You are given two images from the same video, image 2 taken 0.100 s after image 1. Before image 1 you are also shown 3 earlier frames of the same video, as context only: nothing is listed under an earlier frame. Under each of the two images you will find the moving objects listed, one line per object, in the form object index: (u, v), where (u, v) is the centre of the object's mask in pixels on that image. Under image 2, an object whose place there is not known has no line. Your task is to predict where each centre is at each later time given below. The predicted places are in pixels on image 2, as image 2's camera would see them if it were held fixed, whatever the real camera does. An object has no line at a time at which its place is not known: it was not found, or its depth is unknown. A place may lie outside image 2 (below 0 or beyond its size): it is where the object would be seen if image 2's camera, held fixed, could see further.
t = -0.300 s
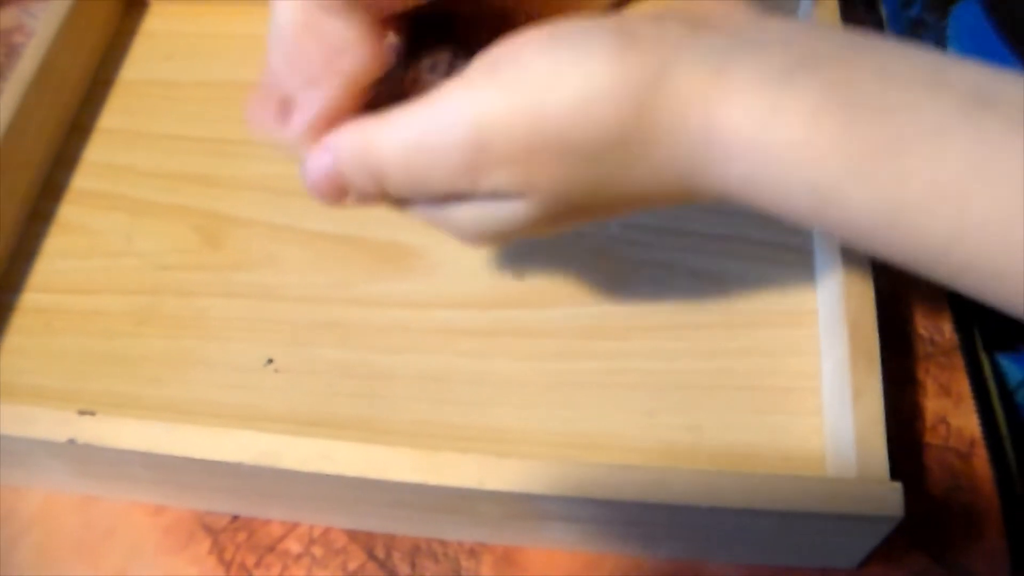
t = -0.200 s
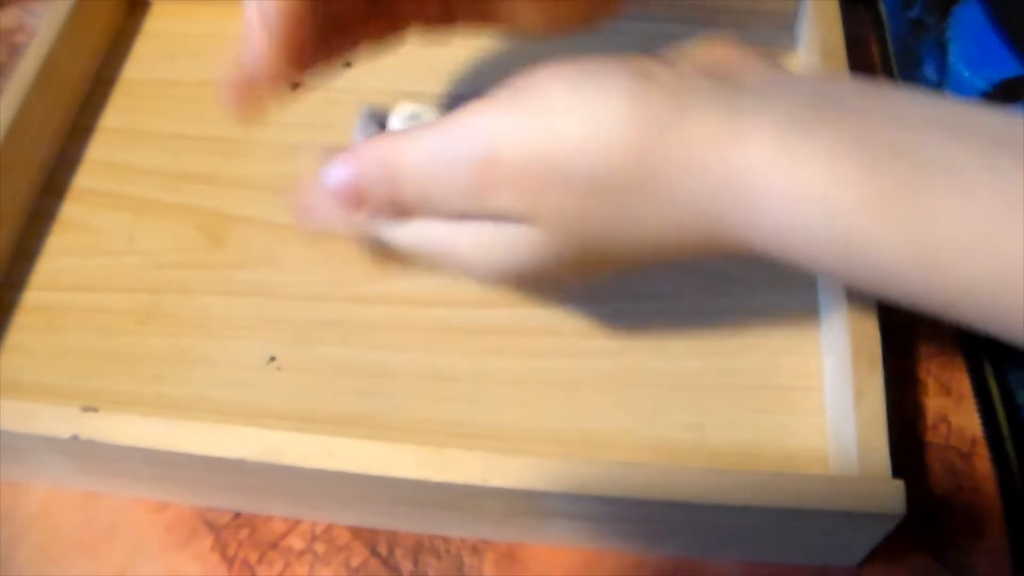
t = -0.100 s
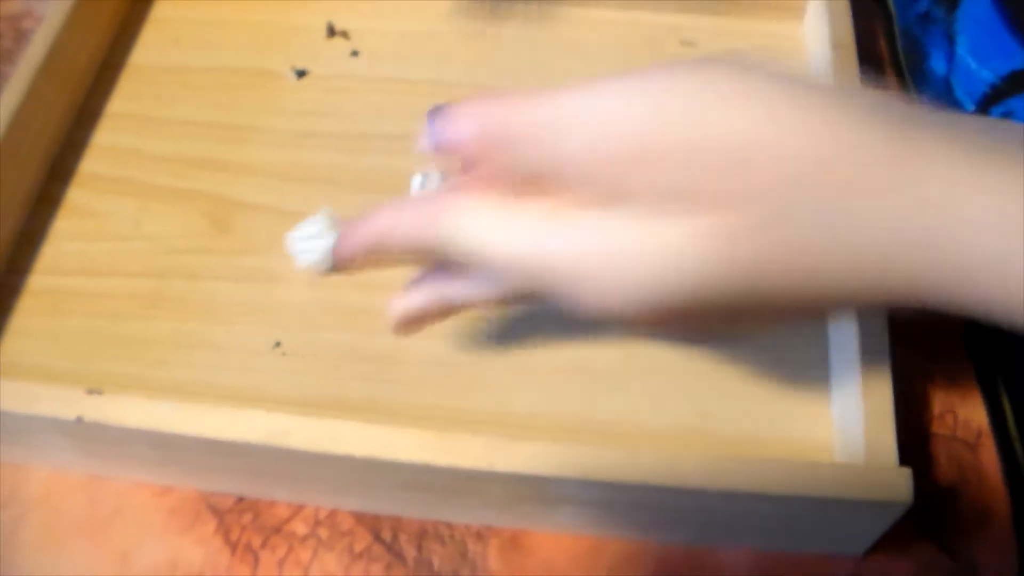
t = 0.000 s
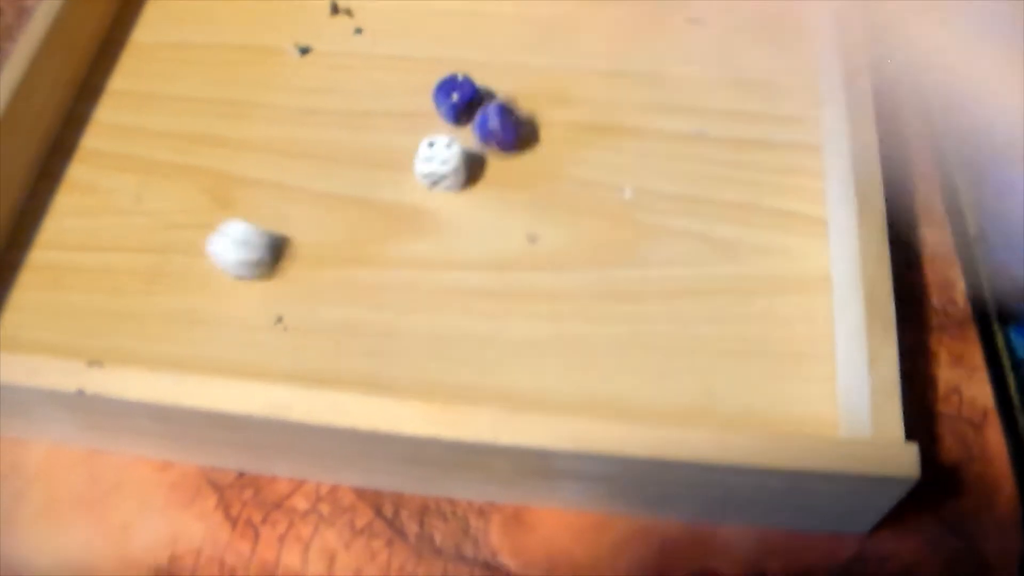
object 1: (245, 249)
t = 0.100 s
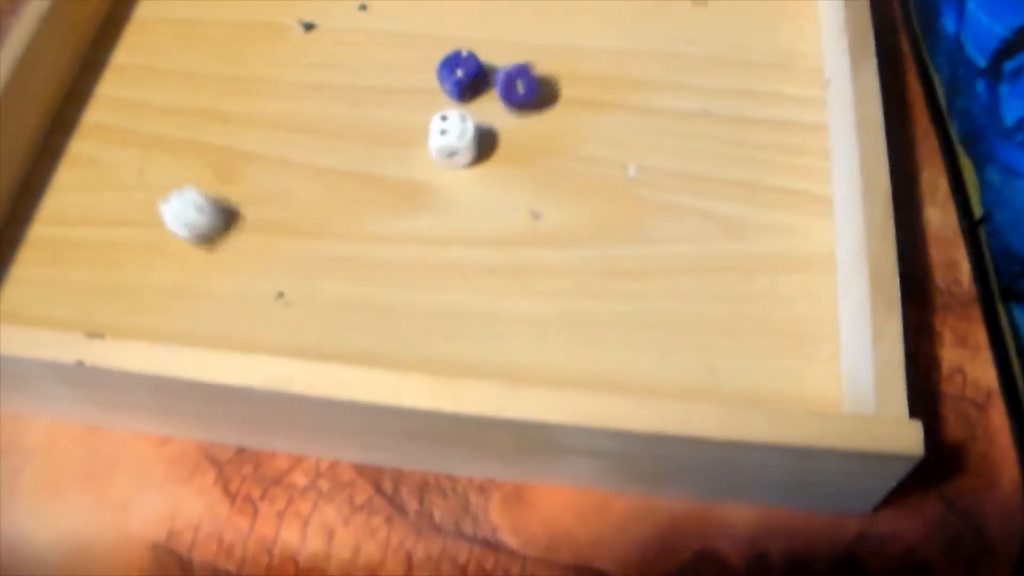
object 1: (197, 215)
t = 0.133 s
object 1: (184, 204)
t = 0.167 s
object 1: (184, 193)
